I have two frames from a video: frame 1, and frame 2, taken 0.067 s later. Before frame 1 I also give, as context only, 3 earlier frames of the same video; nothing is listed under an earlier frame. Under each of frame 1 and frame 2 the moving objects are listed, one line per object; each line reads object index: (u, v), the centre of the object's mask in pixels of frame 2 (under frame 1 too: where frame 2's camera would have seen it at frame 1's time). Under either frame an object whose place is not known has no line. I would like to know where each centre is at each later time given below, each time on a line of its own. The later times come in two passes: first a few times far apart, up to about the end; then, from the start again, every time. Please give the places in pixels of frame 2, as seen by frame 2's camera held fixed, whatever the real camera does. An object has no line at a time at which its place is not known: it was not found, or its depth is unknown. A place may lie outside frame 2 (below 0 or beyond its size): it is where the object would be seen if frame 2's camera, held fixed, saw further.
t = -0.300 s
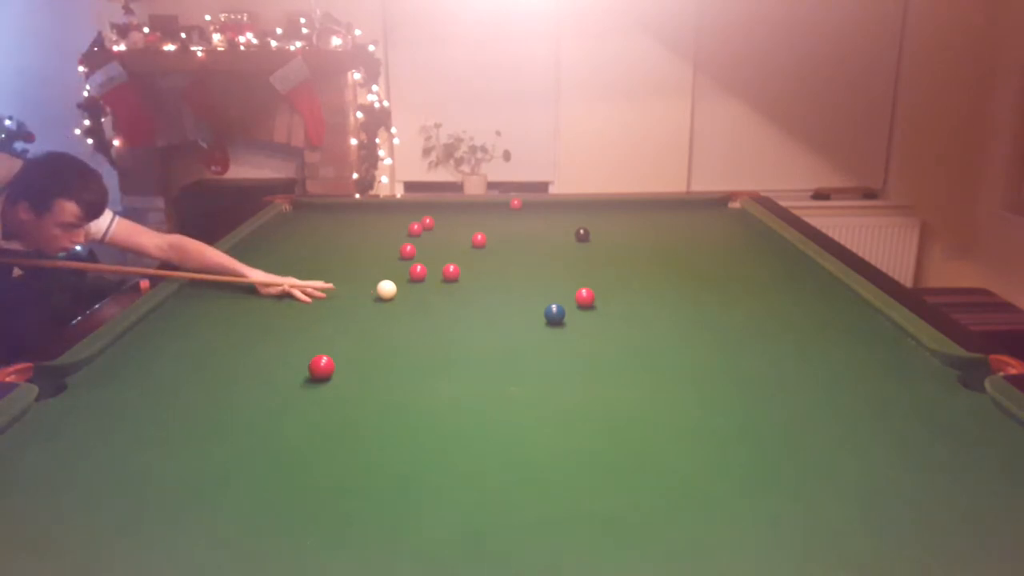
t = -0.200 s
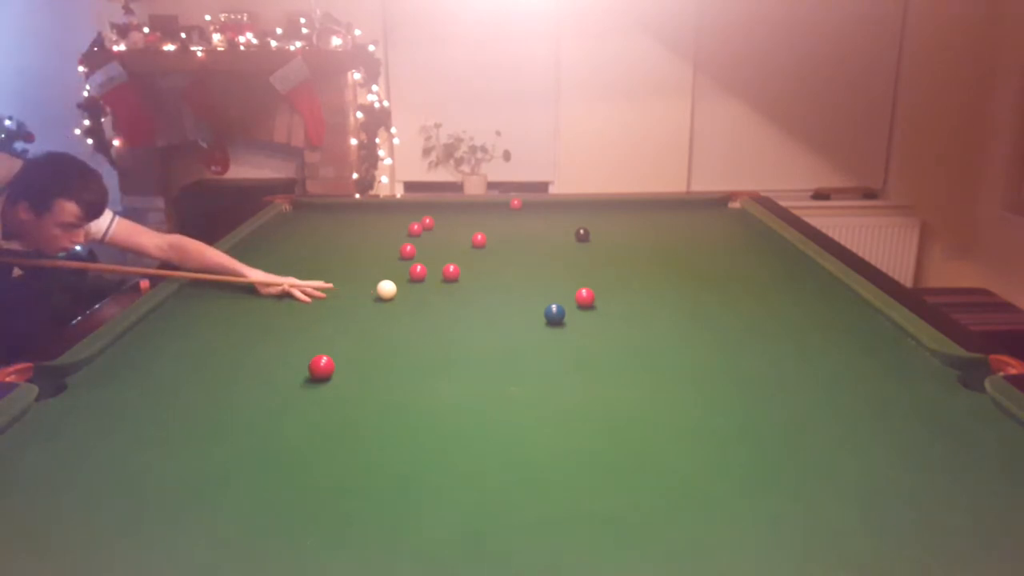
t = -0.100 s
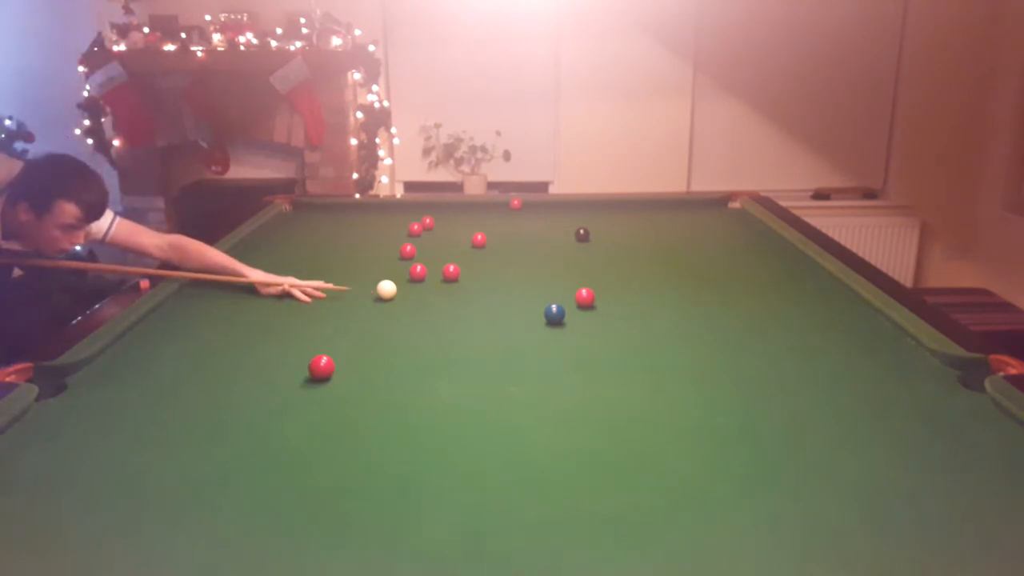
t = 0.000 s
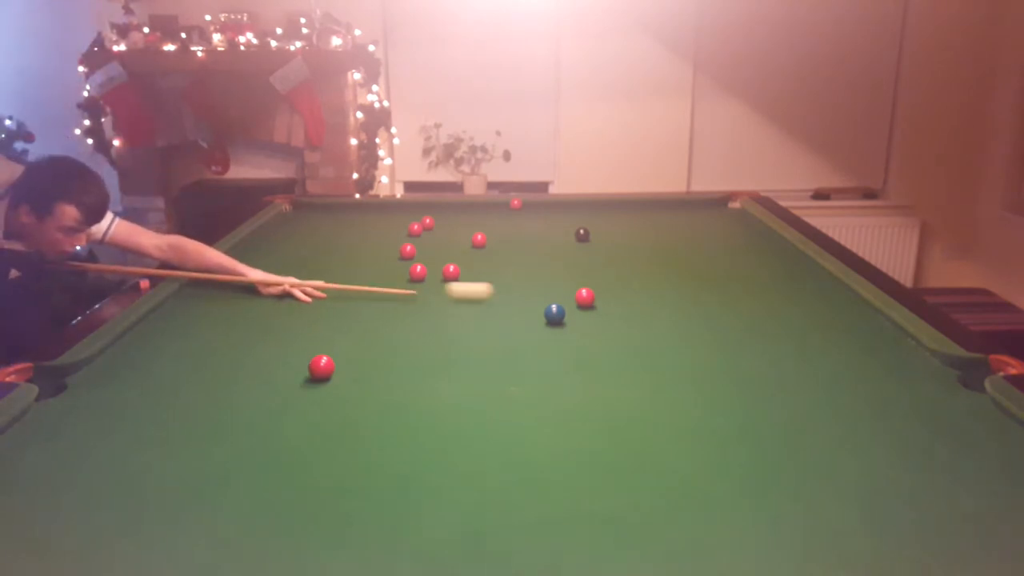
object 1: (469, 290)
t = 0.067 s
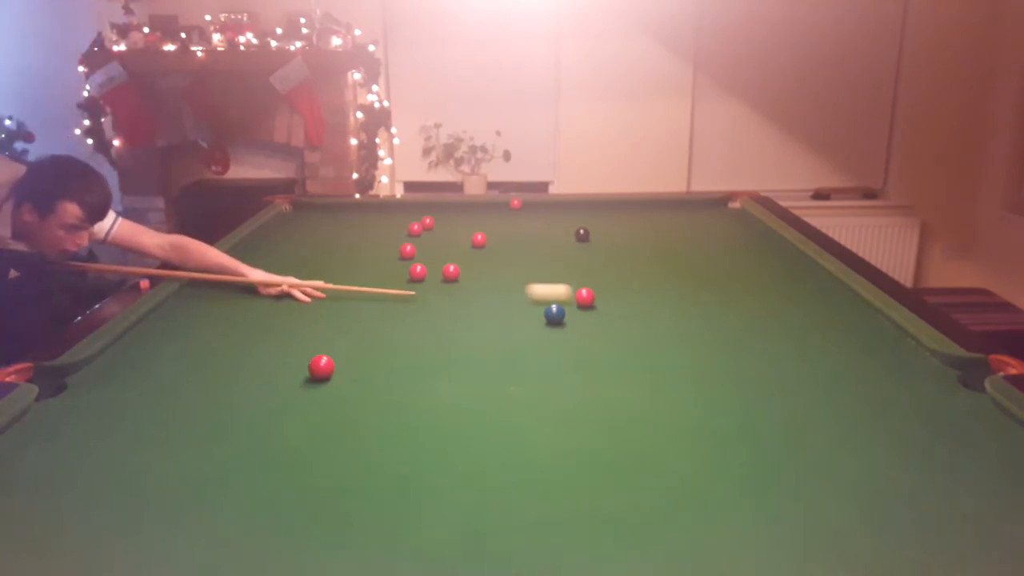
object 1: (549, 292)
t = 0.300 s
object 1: (626, 272)
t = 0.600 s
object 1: (680, 250)
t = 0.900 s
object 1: (724, 232)
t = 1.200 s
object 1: (744, 218)
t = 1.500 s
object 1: (701, 209)
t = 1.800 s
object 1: (664, 201)
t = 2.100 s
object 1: (641, 208)
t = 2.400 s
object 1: (618, 214)
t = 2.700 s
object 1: (596, 219)
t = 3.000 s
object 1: (574, 223)
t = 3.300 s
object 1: (553, 228)
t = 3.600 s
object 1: (535, 232)
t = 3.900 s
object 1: (518, 235)
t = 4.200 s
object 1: (505, 237)
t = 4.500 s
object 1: (494, 238)
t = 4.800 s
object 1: (493, 239)
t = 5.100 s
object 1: (493, 239)
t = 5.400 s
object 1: (493, 239)
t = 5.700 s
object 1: (493, 239)
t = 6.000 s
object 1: (493, 239)
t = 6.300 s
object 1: (493, 239)
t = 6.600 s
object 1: (494, 238)
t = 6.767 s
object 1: (494, 238)
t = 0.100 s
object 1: (574, 291)
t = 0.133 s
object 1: (585, 287)
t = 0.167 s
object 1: (594, 283)
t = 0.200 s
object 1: (603, 280)
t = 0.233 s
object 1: (612, 277)
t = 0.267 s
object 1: (619, 274)
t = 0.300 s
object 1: (626, 272)
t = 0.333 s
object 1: (633, 269)
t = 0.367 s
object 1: (639, 267)
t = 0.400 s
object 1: (645, 264)
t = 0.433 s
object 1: (652, 261)
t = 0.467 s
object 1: (658, 259)
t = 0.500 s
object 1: (663, 257)
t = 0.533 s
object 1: (669, 254)
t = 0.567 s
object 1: (675, 252)
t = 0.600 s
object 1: (680, 250)
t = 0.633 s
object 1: (685, 248)
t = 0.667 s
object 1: (691, 246)
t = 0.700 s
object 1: (696, 244)
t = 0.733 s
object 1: (701, 242)
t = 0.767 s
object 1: (706, 240)
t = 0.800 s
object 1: (710, 238)
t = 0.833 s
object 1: (715, 236)
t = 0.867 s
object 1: (720, 234)
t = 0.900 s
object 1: (724, 232)
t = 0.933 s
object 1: (728, 231)
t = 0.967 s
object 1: (732, 229)
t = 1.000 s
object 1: (737, 227)
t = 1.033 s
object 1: (741, 226)
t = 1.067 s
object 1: (745, 224)
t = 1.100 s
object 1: (748, 222)
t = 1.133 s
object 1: (752, 221)
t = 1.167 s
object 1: (750, 219)
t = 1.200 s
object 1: (744, 218)
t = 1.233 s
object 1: (739, 217)
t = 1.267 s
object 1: (734, 216)
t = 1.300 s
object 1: (729, 215)
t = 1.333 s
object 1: (725, 214)
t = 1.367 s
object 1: (720, 213)
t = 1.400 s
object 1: (715, 212)
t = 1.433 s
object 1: (710, 211)
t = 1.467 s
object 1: (706, 210)
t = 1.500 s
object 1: (701, 209)
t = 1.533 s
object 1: (697, 208)
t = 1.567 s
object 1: (692, 207)
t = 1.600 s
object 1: (688, 206)
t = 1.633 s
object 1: (684, 205)
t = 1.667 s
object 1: (680, 205)
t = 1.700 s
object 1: (676, 204)
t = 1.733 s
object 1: (672, 203)
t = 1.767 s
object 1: (668, 202)
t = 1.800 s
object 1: (664, 201)
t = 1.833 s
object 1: (662, 202)
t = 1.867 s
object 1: (659, 203)
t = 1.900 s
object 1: (657, 204)
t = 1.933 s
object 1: (654, 204)
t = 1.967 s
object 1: (651, 205)
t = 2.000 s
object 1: (649, 206)
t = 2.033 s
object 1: (646, 206)
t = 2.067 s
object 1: (643, 207)
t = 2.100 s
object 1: (641, 208)
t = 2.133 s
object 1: (638, 208)
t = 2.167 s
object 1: (636, 209)
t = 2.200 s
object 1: (633, 210)
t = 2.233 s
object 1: (631, 210)
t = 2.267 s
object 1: (628, 211)
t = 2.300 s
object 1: (626, 212)
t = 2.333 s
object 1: (623, 212)
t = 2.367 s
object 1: (621, 213)
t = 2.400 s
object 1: (618, 214)
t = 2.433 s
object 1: (616, 214)
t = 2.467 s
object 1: (613, 215)
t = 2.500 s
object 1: (611, 215)
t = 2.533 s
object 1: (608, 216)
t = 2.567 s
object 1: (606, 217)
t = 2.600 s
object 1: (603, 217)
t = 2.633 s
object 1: (601, 218)
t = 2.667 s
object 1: (598, 218)
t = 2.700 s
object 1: (596, 219)
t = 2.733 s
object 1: (593, 220)
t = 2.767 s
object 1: (591, 220)
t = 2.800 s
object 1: (588, 221)
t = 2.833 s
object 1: (586, 221)
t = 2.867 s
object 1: (583, 221)
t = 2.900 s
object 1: (581, 222)
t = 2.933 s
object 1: (578, 222)
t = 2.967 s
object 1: (576, 223)
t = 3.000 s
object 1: (574, 223)
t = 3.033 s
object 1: (571, 224)
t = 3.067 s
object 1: (569, 225)
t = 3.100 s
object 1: (567, 225)
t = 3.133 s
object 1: (565, 226)
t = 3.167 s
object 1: (562, 226)
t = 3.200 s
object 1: (560, 227)
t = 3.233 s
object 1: (558, 227)
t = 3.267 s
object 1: (556, 228)
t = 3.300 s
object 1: (553, 228)
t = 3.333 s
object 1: (551, 228)
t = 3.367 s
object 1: (549, 229)
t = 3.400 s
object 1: (547, 229)
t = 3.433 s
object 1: (545, 230)
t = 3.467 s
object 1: (543, 230)
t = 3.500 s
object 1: (541, 230)
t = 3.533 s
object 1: (539, 231)
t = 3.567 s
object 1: (537, 231)
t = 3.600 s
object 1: (535, 232)
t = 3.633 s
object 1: (533, 232)
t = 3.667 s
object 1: (531, 232)
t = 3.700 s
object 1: (529, 233)
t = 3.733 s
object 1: (527, 233)
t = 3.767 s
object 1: (525, 233)
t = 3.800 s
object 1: (523, 234)
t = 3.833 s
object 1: (522, 234)
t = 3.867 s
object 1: (520, 234)
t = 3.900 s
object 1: (518, 235)
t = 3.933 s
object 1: (517, 235)
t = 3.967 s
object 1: (515, 235)
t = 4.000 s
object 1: (513, 235)
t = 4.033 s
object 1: (512, 236)
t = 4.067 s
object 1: (510, 236)
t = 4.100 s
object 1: (509, 236)
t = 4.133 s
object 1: (507, 237)
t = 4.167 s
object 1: (506, 237)
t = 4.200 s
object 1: (505, 237)
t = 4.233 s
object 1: (503, 237)
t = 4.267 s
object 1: (502, 237)
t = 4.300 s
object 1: (501, 238)
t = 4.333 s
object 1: (499, 238)
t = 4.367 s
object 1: (498, 238)
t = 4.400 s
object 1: (497, 238)
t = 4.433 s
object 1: (496, 238)
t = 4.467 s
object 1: (495, 238)
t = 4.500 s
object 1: (494, 238)
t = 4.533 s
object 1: (494, 238)
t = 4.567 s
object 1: (494, 238)
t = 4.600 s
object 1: (494, 239)
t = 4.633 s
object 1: (493, 238)
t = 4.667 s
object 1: (493, 238)
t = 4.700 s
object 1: (493, 238)
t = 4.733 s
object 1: (493, 238)
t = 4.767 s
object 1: (493, 238)
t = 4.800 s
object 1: (493, 239)
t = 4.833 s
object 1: (493, 238)
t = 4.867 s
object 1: (493, 238)
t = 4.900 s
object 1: (493, 238)
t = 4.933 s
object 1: (493, 239)
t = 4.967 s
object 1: (493, 238)
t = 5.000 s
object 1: (493, 239)
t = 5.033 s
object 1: (493, 239)
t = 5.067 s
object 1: (493, 239)
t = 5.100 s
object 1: (493, 239)
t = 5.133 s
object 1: (493, 239)
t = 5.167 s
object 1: (493, 239)
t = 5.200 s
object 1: (493, 239)
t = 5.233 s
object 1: (493, 239)
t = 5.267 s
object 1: (493, 239)
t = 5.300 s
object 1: (493, 239)
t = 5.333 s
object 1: (493, 239)
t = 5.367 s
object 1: (493, 239)
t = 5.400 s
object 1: (493, 239)
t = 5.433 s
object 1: (493, 239)
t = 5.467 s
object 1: (493, 239)
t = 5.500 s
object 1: (493, 239)
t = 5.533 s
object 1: (493, 239)
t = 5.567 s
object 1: (493, 239)
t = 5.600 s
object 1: (493, 239)
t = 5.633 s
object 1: (493, 238)
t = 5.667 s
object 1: (493, 239)
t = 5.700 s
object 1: (493, 239)
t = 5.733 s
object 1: (493, 239)
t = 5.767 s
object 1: (493, 239)
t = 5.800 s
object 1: (493, 239)
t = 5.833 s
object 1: (493, 239)
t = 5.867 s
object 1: (493, 239)
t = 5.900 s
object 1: (493, 239)
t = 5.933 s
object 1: (493, 239)
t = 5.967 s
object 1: (493, 239)
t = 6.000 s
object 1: (493, 239)
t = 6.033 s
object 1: (493, 239)
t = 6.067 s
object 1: (493, 239)
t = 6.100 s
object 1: (493, 239)
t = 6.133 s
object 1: (493, 239)
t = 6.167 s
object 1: (493, 239)
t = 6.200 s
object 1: (493, 239)
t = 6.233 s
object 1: (493, 239)
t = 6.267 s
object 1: (493, 239)
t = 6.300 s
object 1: (493, 239)
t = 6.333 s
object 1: (493, 239)
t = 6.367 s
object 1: (493, 239)
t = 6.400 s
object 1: (493, 239)
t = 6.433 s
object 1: (493, 239)
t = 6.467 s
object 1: (494, 239)
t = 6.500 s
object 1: (493, 238)
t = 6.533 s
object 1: (493, 239)
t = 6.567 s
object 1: (493, 239)
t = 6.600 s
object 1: (494, 238)
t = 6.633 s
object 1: (493, 239)
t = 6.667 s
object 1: (494, 238)
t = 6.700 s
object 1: (494, 238)
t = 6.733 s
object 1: (494, 238)
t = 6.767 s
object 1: (494, 238)
